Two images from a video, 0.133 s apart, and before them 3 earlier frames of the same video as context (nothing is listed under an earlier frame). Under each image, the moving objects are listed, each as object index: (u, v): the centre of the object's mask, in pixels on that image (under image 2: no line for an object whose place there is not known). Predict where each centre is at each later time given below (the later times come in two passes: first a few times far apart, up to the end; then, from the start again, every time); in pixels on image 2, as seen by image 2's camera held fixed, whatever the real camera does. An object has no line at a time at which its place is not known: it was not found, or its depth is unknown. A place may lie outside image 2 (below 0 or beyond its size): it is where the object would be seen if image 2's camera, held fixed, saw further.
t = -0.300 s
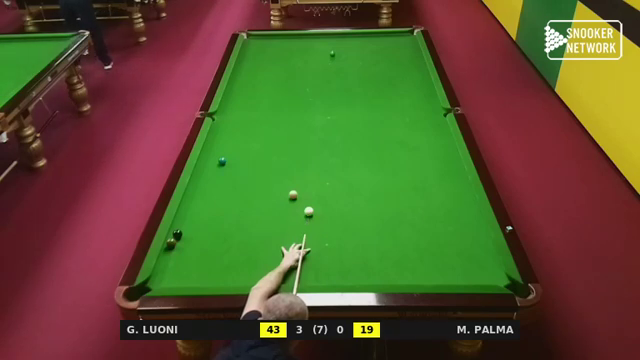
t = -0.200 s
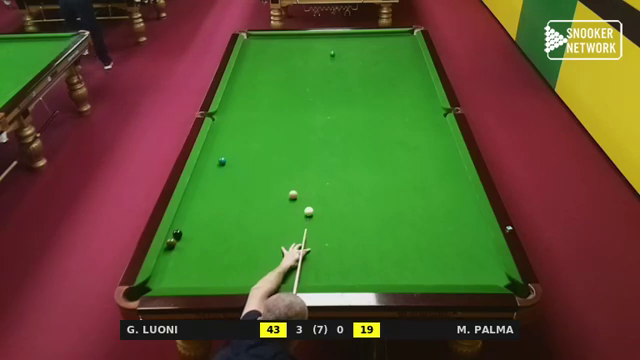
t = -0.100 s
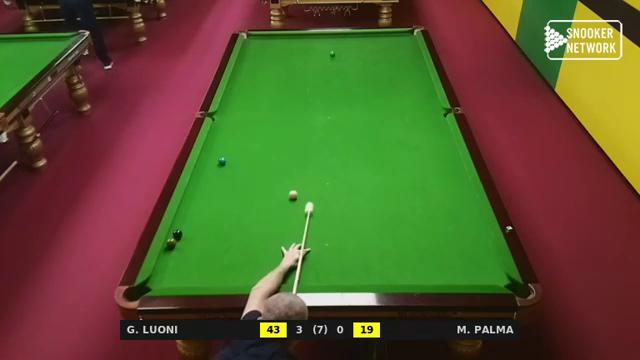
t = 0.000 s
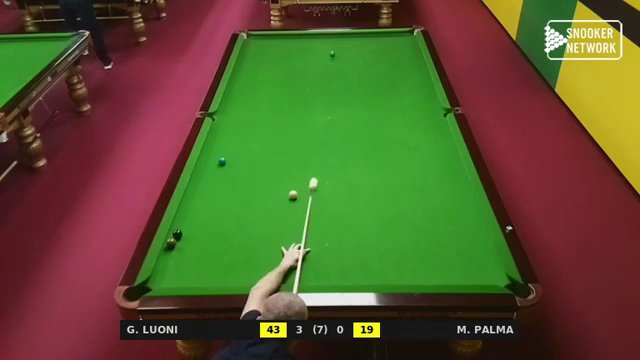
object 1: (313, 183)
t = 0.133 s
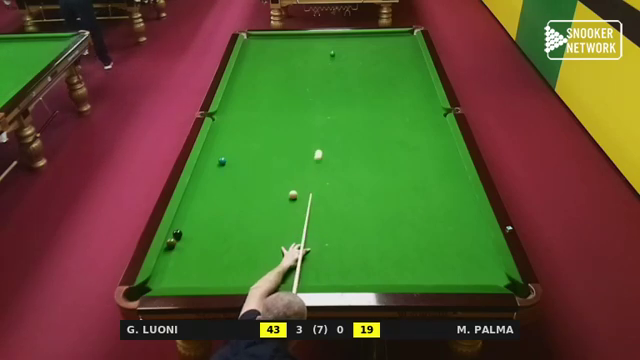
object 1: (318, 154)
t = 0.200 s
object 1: (320, 142)
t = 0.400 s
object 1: (326, 109)
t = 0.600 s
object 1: (330, 82)
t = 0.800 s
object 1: (334, 60)
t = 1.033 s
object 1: (353, 48)
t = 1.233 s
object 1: (369, 39)
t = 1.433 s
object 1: (384, 33)
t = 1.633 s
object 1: (399, 39)
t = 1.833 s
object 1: (414, 44)
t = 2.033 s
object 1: (409, 49)
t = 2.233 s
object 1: (401, 55)
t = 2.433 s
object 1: (392, 61)
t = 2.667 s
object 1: (382, 68)
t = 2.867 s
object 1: (373, 74)
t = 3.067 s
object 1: (365, 80)
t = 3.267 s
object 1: (356, 87)
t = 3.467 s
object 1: (346, 93)
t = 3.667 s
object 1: (337, 99)
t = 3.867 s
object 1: (327, 106)
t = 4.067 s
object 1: (318, 112)
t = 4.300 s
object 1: (307, 120)
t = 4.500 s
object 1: (297, 126)
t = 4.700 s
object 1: (287, 133)
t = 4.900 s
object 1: (277, 139)
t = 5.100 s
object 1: (267, 146)
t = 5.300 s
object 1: (257, 153)
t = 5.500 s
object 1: (247, 159)
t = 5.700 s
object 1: (237, 165)
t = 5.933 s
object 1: (226, 172)
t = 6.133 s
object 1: (216, 179)
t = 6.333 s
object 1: (207, 184)
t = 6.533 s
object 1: (198, 190)
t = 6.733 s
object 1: (189, 196)
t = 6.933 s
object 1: (188, 200)
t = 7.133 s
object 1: (190, 204)
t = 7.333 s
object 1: (192, 207)
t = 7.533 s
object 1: (194, 210)
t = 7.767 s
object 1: (197, 213)
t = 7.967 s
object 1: (198, 215)
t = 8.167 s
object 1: (200, 217)
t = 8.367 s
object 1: (201, 219)
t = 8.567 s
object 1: (202, 220)
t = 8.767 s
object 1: (202, 222)
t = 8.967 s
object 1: (203, 222)
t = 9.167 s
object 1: (203, 222)
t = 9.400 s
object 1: (203, 223)
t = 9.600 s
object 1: (202, 223)
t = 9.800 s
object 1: (202, 223)
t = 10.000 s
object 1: (202, 223)
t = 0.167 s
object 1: (319, 148)
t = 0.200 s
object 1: (320, 142)
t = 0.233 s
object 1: (321, 136)
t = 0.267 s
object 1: (322, 130)
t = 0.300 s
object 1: (323, 125)
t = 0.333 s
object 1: (324, 119)
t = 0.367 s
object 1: (325, 114)
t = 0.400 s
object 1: (326, 109)
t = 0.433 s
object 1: (327, 104)
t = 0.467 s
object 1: (327, 99)
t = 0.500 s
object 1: (328, 95)
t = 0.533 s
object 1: (329, 91)
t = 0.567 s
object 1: (329, 86)
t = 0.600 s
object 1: (330, 82)
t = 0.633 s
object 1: (331, 78)
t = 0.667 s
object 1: (331, 75)
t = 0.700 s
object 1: (332, 71)
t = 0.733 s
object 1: (332, 67)
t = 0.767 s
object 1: (333, 63)
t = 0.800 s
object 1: (334, 60)
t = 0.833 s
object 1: (334, 57)
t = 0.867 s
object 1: (336, 54)
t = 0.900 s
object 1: (340, 53)
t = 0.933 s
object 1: (343, 52)
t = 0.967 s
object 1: (347, 51)
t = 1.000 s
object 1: (350, 49)
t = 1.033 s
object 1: (353, 48)
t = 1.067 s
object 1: (356, 47)
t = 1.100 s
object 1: (358, 45)
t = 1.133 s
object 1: (361, 44)
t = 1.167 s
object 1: (364, 42)
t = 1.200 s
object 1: (366, 41)
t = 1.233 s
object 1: (369, 39)
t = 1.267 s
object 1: (371, 38)
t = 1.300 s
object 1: (374, 37)
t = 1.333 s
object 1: (376, 36)
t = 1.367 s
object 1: (379, 34)
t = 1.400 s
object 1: (381, 33)
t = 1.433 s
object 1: (384, 33)
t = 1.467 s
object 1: (386, 34)
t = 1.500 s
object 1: (389, 35)
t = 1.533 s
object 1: (391, 36)
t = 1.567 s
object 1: (394, 37)
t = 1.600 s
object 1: (396, 38)
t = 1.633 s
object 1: (399, 39)
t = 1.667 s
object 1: (401, 39)
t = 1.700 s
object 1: (404, 40)
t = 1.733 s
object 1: (407, 41)
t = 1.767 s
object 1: (409, 42)
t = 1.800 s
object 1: (412, 43)
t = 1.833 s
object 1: (414, 44)
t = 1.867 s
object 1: (415, 45)
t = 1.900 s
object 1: (414, 45)
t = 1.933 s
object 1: (413, 46)
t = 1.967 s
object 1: (412, 47)
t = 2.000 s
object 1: (410, 48)
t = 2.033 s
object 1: (409, 49)
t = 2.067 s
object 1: (407, 50)
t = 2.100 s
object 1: (406, 51)
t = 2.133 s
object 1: (405, 52)
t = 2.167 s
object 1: (403, 53)
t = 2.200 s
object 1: (402, 54)
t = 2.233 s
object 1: (401, 55)
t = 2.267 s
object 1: (399, 56)
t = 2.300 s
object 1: (398, 57)
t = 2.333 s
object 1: (396, 58)
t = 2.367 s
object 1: (395, 59)
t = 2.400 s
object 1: (394, 60)
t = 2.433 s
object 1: (392, 61)
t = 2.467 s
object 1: (391, 62)
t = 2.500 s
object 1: (389, 63)
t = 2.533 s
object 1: (388, 64)
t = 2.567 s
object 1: (387, 65)
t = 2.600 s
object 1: (385, 66)
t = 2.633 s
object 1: (384, 67)
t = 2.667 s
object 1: (382, 68)
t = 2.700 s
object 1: (381, 69)
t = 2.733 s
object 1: (379, 70)
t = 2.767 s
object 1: (378, 71)
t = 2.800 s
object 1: (376, 72)
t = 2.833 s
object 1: (375, 73)
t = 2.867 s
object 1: (373, 74)
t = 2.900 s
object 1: (372, 75)
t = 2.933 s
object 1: (371, 76)
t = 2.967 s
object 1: (369, 77)
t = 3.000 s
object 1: (367, 78)
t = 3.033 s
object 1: (366, 79)
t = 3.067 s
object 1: (365, 80)
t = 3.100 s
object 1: (363, 82)
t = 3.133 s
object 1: (361, 83)
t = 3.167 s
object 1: (360, 83)
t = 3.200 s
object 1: (359, 84)
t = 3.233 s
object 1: (357, 86)
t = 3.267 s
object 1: (356, 87)
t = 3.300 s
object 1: (354, 88)
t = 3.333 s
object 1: (352, 89)
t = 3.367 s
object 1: (351, 90)
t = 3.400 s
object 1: (350, 91)
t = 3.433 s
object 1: (348, 92)
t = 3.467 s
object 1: (346, 93)
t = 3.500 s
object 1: (345, 94)
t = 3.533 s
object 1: (343, 95)
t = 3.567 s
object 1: (342, 96)
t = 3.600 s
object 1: (340, 97)
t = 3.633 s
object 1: (339, 98)
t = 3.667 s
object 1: (337, 99)
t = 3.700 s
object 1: (335, 100)
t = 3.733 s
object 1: (334, 102)
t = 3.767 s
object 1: (332, 102)
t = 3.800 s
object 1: (331, 104)
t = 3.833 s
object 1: (329, 105)
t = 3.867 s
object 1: (327, 106)
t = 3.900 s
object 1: (326, 107)
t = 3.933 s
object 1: (325, 108)
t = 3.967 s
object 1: (323, 109)
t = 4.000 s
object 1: (321, 110)
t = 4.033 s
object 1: (320, 111)
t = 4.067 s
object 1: (318, 112)
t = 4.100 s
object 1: (316, 113)
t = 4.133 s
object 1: (315, 114)
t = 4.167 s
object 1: (313, 115)
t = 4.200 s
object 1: (312, 116)
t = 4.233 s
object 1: (310, 118)
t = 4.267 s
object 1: (308, 119)
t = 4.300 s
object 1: (307, 120)
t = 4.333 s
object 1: (305, 121)
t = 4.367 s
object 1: (303, 122)
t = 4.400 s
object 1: (302, 123)
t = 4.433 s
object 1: (300, 124)
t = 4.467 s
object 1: (299, 125)
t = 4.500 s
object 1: (297, 126)
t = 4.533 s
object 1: (295, 127)
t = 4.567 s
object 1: (294, 129)
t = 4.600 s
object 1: (292, 130)
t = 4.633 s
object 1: (290, 131)
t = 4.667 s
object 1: (288, 132)
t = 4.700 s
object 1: (287, 133)
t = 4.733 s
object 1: (285, 134)
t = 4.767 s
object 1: (283, 135)
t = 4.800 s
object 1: (282, 136)
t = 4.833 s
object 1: (280, 137)
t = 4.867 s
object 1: (279, 138)
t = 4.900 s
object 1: (277, 139)
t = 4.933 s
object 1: (275, 141)
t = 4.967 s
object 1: (274, 142)
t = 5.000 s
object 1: (272, 143)
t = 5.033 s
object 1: (270, 144)
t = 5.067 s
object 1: (269, 145)
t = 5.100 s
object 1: (267, 146)
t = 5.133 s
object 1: (265, 147)
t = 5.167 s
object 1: (263, 148)
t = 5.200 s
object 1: (262, 149)
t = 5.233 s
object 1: (260, 150)
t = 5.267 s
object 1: (259, 151)
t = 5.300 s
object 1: (257, 153)
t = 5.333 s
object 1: (255, 154)
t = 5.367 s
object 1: (254, 155)
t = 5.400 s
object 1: (252, 156)
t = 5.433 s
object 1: (250, 157)
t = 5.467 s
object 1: (249, 158)
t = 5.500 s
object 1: (247, 159)
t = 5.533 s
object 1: (245, 160)
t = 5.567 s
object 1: (244, 161)
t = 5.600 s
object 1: (242, 162)
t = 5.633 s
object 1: (240, 163)
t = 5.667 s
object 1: (239, 164)
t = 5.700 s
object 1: (237, 165)
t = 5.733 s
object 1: (235, 166)
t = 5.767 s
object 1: (234, 167)
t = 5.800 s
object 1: (232, 168)
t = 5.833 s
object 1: (231, 169)
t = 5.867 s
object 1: (229, 170)
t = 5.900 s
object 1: (227, 172)
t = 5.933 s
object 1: (226, 172)
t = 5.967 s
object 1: (224, 174)
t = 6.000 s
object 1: (222, 174)
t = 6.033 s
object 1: (221, 175)
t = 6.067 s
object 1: (219, 176)
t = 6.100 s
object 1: (218, 177)
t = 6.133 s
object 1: (216, 179)
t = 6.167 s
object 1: (214, 179)
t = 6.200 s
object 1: (213, 180)
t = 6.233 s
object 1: (211, 182)
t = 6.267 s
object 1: (210, 182)
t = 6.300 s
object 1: (208, 183)
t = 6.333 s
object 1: (207, 184)
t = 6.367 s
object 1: (205, 185)
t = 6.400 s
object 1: (204, 186)
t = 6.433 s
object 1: (202, 188)
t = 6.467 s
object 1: (201, 188)
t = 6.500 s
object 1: (199, 189)
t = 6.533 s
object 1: (198, 190)
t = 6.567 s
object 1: (196, 191)
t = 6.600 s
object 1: (195, 192)
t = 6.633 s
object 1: (193, 193)
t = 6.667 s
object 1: (191, 194)
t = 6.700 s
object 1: (190, 195)
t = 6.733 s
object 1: (189, 196)
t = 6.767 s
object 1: (187, 197)
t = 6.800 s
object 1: (186, 198)
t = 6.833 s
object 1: (187, 198)
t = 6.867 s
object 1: (187, 199)
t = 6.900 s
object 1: (187, 200)
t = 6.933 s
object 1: (188, 200)
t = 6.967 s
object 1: (188, 201)
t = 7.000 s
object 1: (188, 201)
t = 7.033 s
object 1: (189, 202)
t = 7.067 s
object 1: (189, 203)
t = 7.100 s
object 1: (190, 203)
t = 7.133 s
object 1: (190, 204)
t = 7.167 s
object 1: (191, 204)
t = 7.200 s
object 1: (191, 205)
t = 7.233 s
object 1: (191, 205)
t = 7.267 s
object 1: (191, 206)
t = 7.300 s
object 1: (192, 206)
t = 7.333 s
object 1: (192, 207)
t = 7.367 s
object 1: (193, 208)
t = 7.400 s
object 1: (193, 208)
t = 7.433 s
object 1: (193, 208)
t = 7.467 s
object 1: (194, 209)
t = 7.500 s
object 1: (194, 209)
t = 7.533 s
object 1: (194, 210)
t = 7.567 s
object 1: (195, 210)
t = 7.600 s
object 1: (195, 211)
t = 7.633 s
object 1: (195, 211)
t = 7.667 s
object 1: (196, 212)
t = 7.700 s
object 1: (196, 212)
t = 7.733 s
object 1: (196, 213)
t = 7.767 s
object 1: (197, 213)
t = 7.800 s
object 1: (197, 213)
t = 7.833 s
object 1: (197, 214)
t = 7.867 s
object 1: (198, 214)
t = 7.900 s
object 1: (198, 215)
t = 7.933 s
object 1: (198, 215)
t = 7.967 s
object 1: (198, 215)
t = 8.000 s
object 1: (199, 216)
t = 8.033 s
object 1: (199, 216)
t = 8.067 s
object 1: (199, 216)
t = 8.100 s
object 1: (199, 217)
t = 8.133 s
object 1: (200, 217)
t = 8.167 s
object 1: (200, 217)
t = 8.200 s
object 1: (200, 218)
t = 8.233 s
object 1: (200, 218)
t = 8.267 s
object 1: (200, 218)
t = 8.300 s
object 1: (201, 218)
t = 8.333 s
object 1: (201, 219)
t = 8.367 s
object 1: (201, 219)
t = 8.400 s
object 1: (201, 219)
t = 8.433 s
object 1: (201, 219)
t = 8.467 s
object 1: (201, 220)
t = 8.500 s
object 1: (202, 220)
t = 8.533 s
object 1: (202, 220)
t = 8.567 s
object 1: (202, 220)
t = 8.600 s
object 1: (202, 221)
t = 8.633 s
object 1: (202, 221)
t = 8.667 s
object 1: (202, 221)
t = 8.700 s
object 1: (202, 221)
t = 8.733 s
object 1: (202, 221)
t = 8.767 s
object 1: (202, 222)
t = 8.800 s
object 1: (202, 222)
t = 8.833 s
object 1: (203, 222)
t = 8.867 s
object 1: (203, 222)
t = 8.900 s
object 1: (203, 222)
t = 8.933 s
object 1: (203, 222)
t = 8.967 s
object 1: (203, 222)
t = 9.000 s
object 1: (203, 222)
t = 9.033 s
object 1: (203, 222)
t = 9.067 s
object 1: (203, 222)
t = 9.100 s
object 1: (203, 222)
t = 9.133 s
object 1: (203, 222)
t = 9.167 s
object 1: (203, 222)
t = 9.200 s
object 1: (203, 223)
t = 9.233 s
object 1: (203, 223)
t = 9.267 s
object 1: (203, 223)
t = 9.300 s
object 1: (203, 223)
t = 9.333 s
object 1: (203, 223)
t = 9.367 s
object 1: (203, 223)
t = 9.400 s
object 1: (203, 223)
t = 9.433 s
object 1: (202, 223)
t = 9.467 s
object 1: (202, 223)
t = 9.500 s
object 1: (202, 223)
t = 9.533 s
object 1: (202, 223)
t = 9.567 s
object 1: (202, 223)
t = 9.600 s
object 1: (202, 223)
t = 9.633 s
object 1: (202, 223)
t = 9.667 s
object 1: (202, 223)
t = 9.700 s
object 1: (202, 223)
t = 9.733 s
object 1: (202, 223)
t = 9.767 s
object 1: (202, 223)
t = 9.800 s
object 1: (202, 223)
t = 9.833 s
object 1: (202, 223)
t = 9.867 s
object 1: (202, 223)
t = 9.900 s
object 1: (202, 223)
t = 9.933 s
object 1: (202, 223)
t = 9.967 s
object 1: (202, 223)
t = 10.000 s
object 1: (202, 223)
